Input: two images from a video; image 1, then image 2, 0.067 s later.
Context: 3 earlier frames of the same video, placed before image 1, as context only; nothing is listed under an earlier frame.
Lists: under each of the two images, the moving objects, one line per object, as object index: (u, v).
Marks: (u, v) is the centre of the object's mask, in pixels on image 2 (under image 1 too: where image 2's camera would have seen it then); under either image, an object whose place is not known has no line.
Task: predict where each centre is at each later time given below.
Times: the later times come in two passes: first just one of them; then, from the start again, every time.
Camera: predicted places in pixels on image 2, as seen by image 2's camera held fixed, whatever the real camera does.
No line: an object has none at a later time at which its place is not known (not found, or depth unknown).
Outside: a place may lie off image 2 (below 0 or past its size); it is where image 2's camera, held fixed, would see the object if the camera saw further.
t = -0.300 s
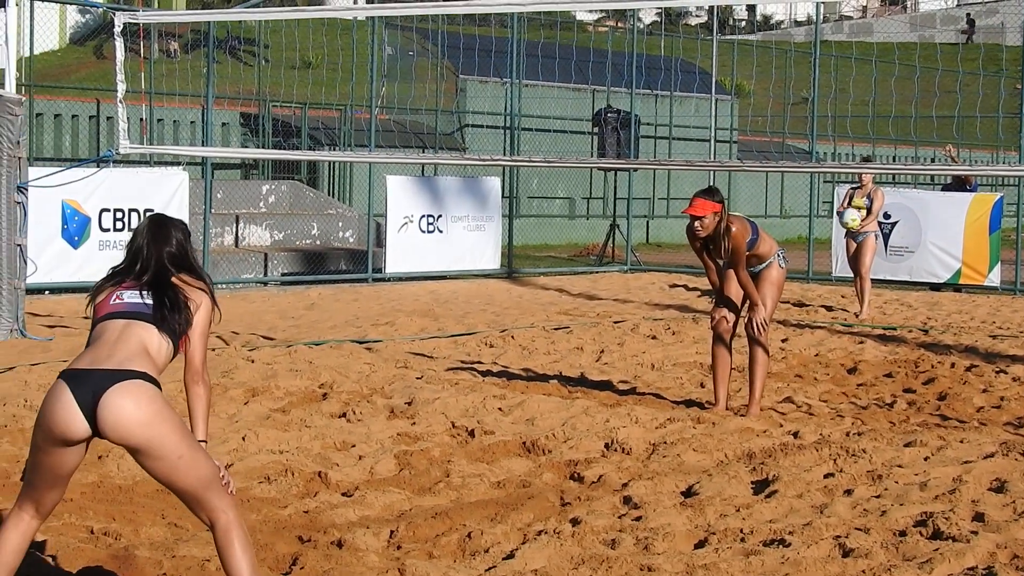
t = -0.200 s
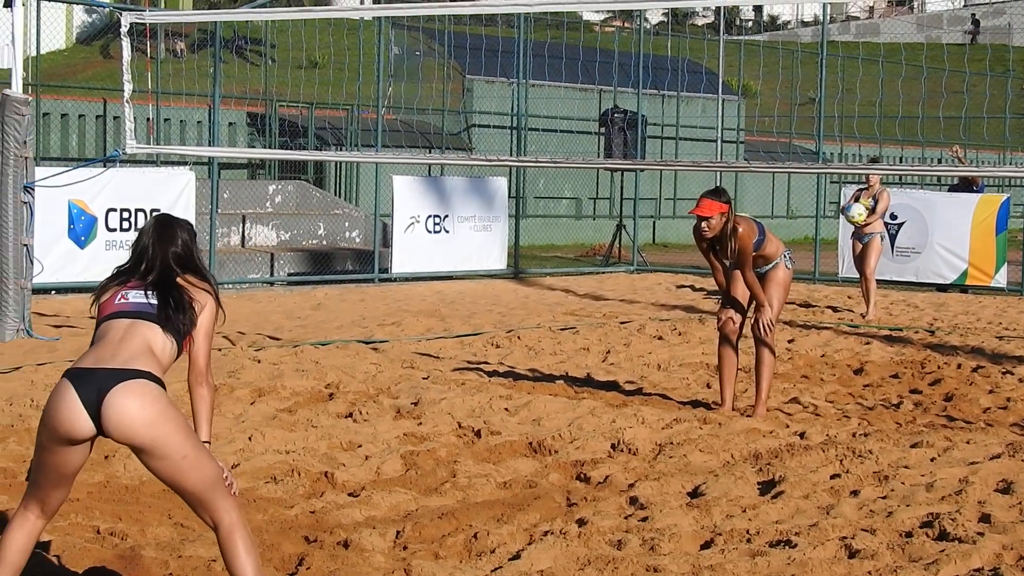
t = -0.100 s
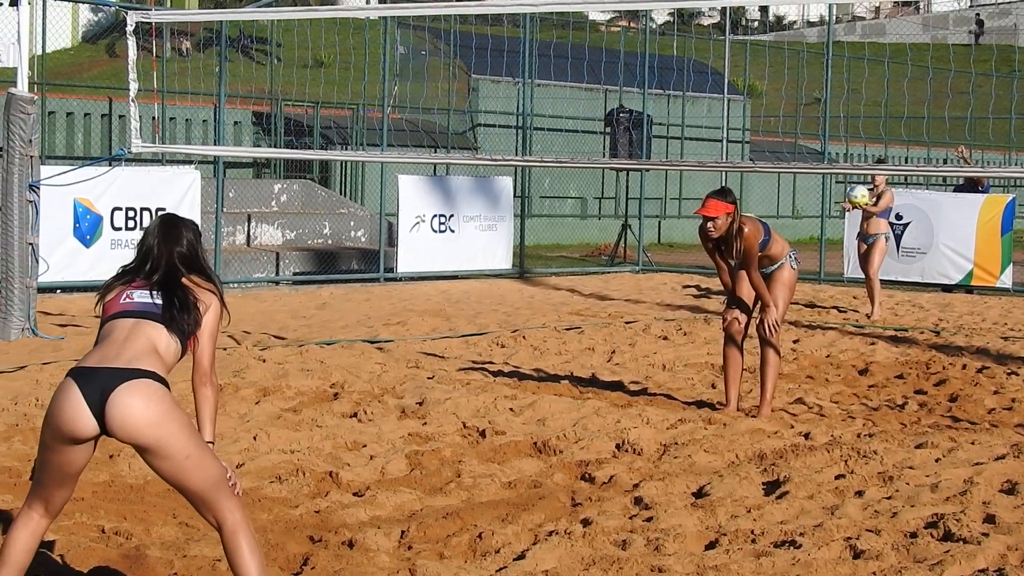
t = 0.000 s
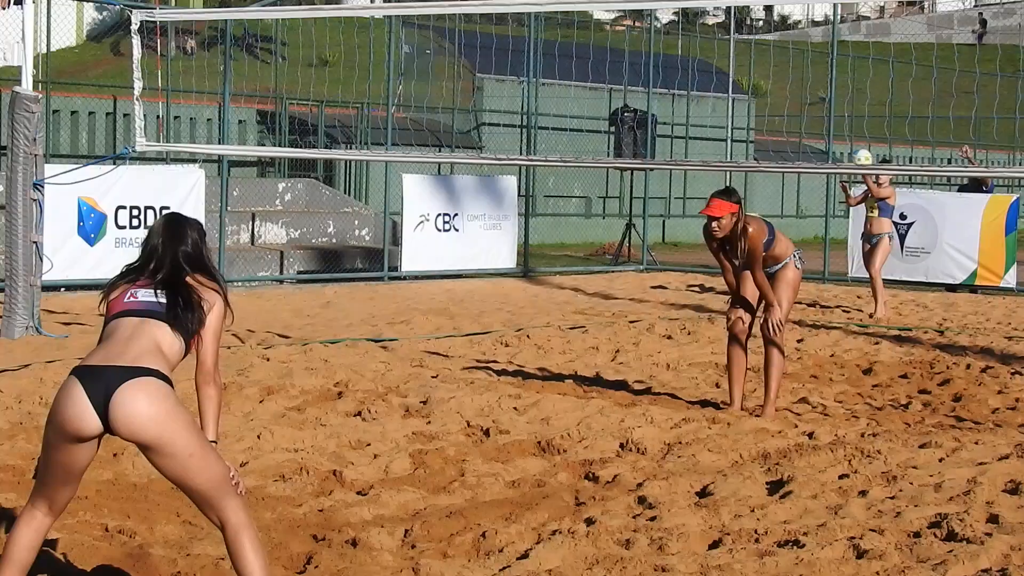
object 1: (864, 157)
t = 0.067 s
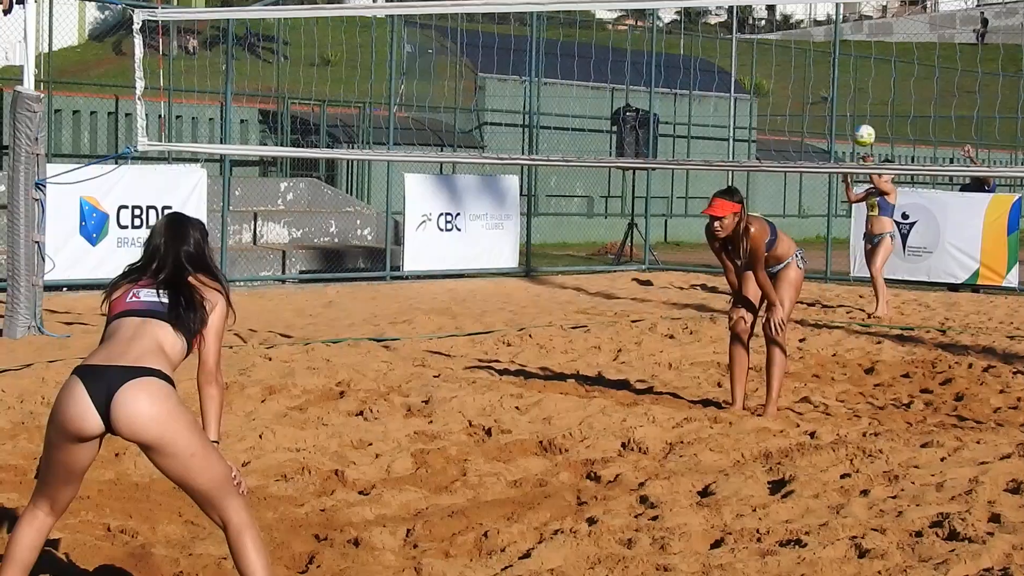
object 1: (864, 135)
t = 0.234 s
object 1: (865, 95)
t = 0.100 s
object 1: (865, 125)
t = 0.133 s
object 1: (865, 115)
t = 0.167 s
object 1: (865, 108)
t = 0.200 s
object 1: (865, 101)
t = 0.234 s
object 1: (865, 95)
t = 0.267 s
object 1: (866, 90)
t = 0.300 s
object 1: (866, 87)
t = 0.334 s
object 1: (865, 85)
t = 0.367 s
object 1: (865, 83)
